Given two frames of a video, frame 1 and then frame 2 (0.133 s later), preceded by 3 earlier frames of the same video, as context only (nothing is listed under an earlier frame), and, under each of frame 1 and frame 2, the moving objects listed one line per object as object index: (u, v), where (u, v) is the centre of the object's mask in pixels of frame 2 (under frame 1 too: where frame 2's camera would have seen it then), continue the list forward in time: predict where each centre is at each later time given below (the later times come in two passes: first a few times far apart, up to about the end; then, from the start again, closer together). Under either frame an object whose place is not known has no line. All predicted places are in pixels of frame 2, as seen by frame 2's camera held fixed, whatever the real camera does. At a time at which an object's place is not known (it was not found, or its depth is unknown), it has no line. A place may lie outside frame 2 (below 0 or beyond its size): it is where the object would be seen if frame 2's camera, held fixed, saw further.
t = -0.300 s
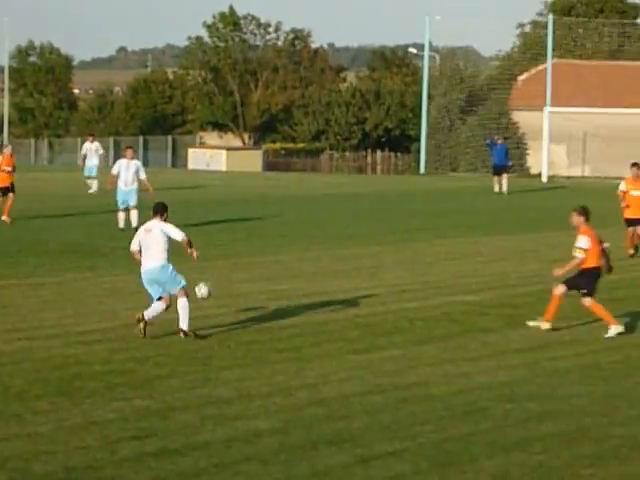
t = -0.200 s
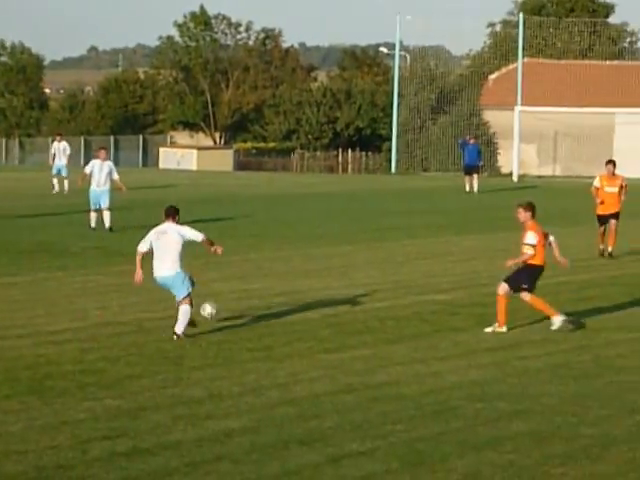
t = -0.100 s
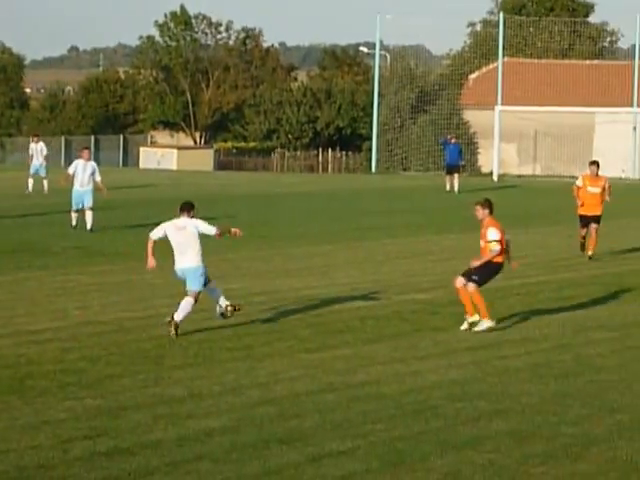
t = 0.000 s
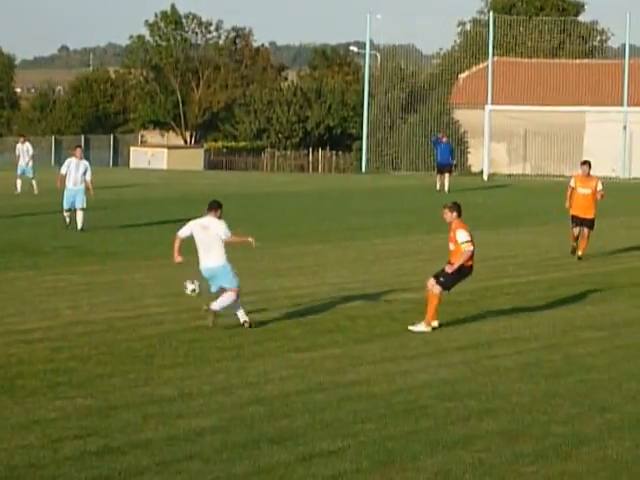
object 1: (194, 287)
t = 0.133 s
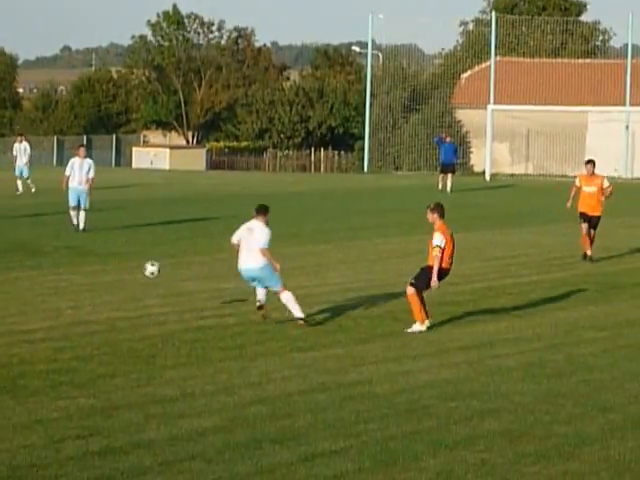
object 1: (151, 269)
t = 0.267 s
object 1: (109, 264)
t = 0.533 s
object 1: (30, 289)
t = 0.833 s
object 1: (-20, 278)
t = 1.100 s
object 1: (-51, 280)
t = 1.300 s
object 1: (-68, 279)
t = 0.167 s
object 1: (140, 267)
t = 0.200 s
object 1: (130, 265)
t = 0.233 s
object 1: (119, 264)
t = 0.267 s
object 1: (109, 264)
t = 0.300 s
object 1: (99, 265)
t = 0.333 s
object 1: (89, 265)
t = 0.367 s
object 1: (79, 268)
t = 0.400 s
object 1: (69, 270)
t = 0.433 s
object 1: (58, 273)
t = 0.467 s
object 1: (50, 278)
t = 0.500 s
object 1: (40, 283)
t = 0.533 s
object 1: (30, 289)
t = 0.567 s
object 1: (21, 291)
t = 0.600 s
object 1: (16, 287)
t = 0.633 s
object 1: (11, 284)
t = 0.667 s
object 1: (6, 280)
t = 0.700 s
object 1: (1, 279)
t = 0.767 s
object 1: (-9, 276)
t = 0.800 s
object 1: (-14, 277)
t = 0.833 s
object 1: (-20, 278)
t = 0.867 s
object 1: (-25, 280)
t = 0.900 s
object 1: (-30, 282)
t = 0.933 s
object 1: (-35, 286)
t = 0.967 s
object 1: (-38, 285)
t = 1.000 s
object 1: (-42, 283)
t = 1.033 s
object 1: (-45, 281)
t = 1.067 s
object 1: (-48, 280)
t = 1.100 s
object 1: (-51, 280)
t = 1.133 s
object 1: (-54, 281)
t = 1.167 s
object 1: (-57, 283)
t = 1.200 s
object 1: (-60, 282)
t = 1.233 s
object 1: (-62, 281)
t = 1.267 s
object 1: (-65, 280)
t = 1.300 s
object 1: (-68, 279)
